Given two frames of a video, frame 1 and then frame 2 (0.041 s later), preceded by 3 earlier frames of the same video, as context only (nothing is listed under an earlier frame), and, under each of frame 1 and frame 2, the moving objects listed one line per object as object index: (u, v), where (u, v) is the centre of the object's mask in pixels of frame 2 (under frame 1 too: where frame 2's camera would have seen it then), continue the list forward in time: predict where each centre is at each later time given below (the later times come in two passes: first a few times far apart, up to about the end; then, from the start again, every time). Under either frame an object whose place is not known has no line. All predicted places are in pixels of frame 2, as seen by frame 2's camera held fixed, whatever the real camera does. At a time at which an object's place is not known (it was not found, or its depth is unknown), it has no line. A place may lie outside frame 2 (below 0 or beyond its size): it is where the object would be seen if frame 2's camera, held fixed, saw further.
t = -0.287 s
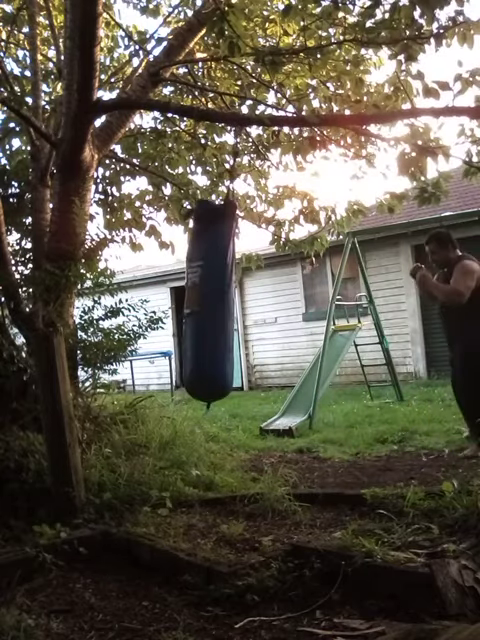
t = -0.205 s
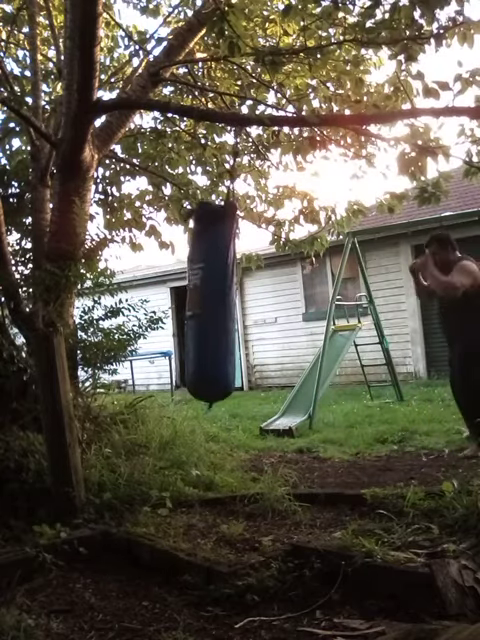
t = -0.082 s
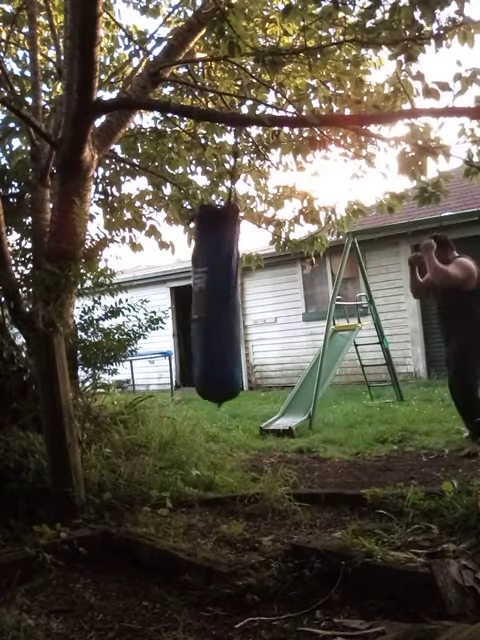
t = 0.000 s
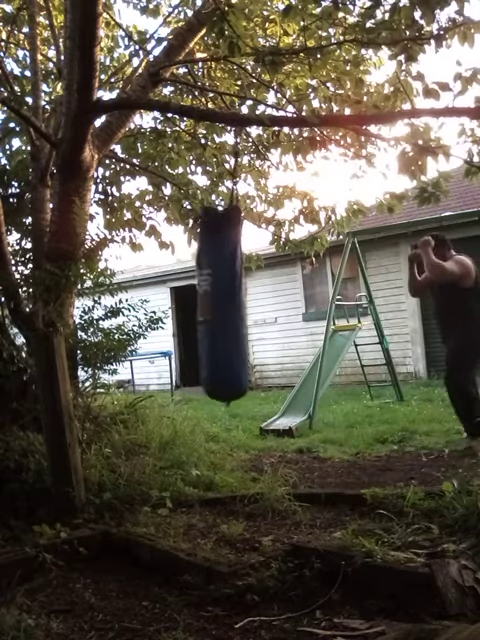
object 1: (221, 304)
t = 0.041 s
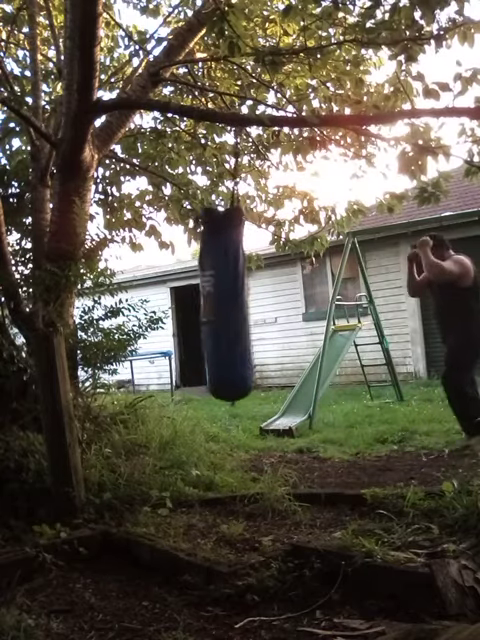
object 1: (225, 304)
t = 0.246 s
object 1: (242, 302)
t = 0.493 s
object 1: (263, 297)
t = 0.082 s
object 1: (228, 304)
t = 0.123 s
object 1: (232, 303)
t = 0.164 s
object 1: (235, 303)
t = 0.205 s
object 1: (239, 303)
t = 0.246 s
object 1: (242, 302)
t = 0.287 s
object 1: (246, 302)
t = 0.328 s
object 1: (250, 301)
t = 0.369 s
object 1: (253, 300)
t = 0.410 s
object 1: (257, 300)
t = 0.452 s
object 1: (260, 299)
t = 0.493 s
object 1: (263, 297)
